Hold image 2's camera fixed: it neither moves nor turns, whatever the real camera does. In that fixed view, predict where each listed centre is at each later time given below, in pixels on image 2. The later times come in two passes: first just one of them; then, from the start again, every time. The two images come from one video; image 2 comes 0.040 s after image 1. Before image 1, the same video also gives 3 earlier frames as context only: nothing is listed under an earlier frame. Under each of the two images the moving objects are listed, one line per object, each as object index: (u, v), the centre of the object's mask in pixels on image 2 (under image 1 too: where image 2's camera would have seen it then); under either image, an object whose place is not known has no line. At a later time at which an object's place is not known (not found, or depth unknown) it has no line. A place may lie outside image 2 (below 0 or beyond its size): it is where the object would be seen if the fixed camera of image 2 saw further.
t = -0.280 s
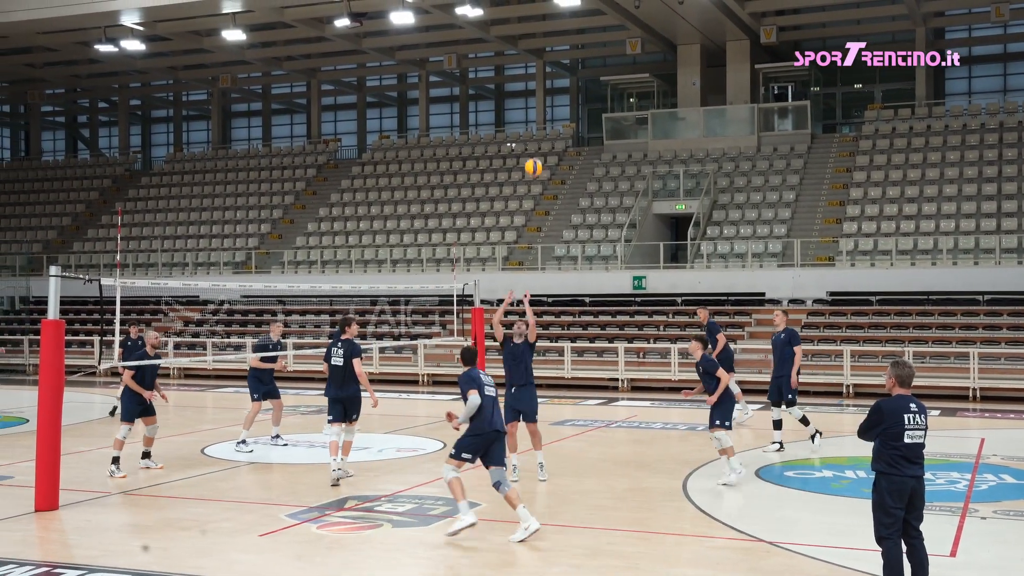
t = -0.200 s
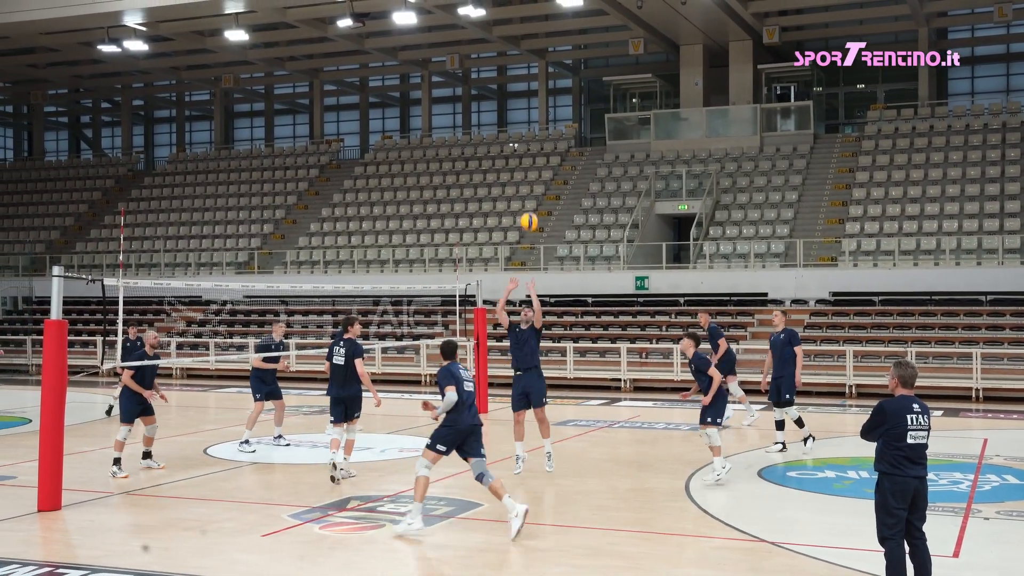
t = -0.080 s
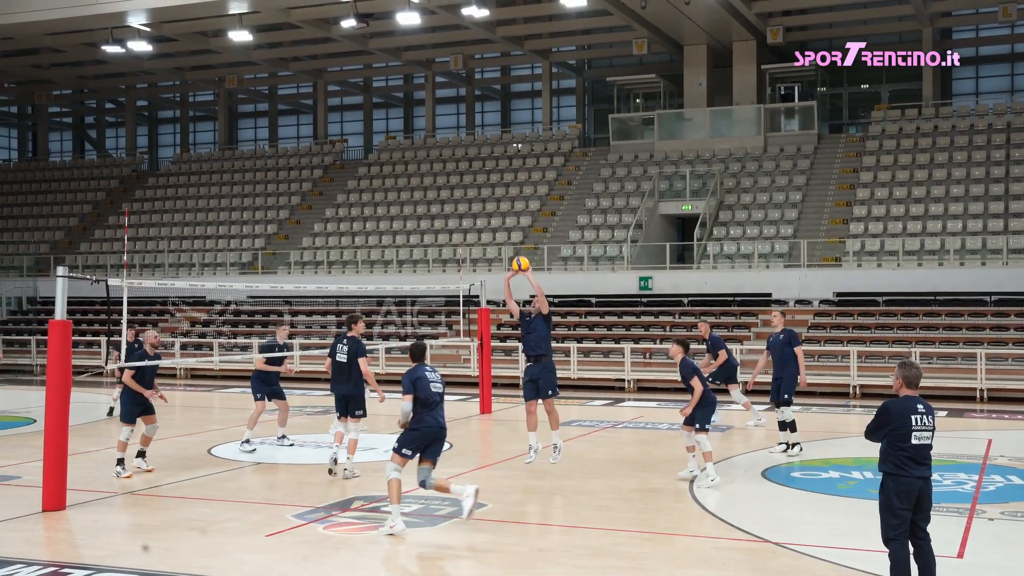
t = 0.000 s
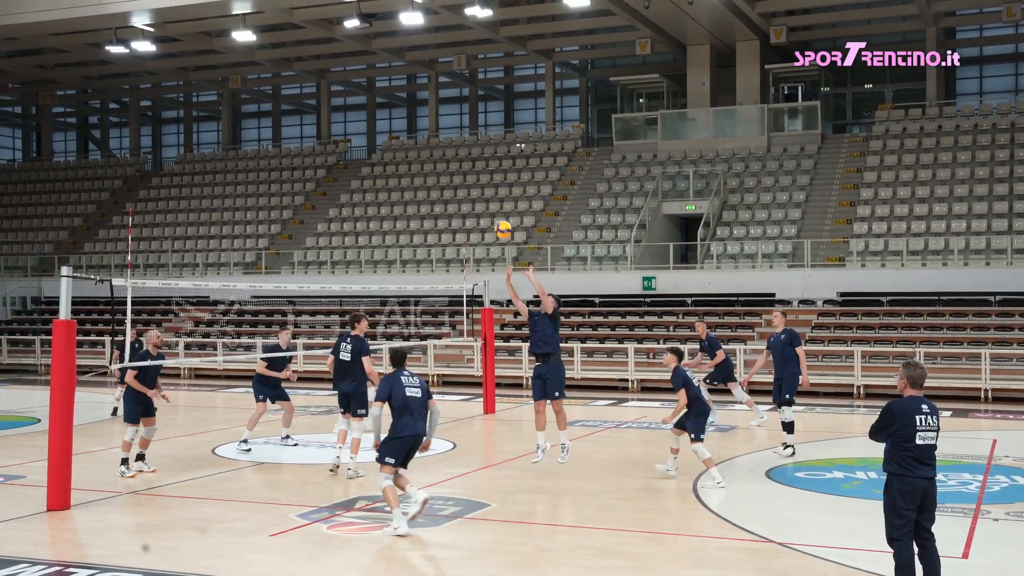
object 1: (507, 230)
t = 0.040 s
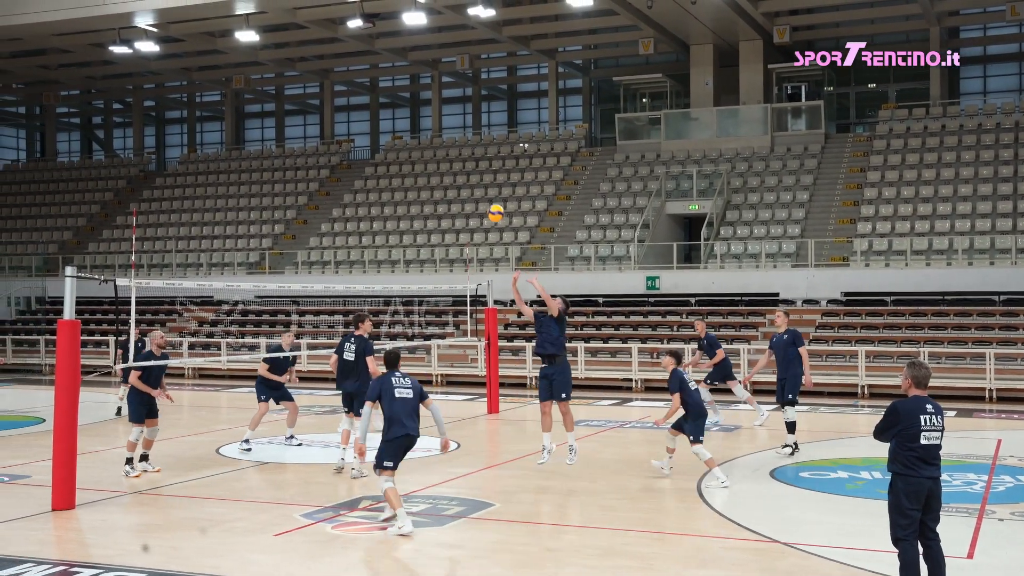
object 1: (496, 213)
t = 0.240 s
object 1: (447, 152)
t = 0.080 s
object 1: (486, 198)
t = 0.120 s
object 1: (480, 183)
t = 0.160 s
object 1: (469, 172)
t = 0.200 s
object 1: (459, 162)
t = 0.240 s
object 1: (447, 152)
